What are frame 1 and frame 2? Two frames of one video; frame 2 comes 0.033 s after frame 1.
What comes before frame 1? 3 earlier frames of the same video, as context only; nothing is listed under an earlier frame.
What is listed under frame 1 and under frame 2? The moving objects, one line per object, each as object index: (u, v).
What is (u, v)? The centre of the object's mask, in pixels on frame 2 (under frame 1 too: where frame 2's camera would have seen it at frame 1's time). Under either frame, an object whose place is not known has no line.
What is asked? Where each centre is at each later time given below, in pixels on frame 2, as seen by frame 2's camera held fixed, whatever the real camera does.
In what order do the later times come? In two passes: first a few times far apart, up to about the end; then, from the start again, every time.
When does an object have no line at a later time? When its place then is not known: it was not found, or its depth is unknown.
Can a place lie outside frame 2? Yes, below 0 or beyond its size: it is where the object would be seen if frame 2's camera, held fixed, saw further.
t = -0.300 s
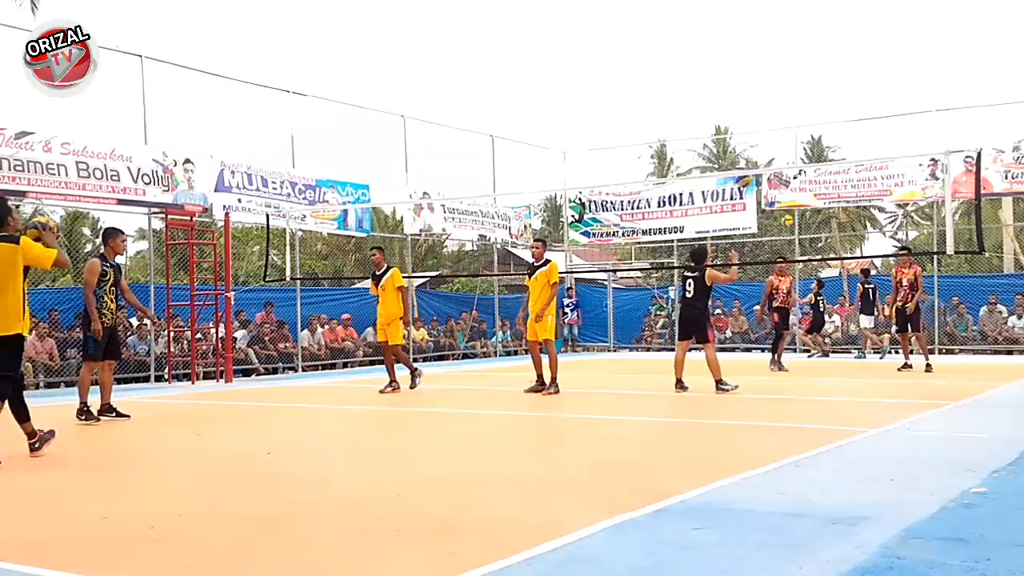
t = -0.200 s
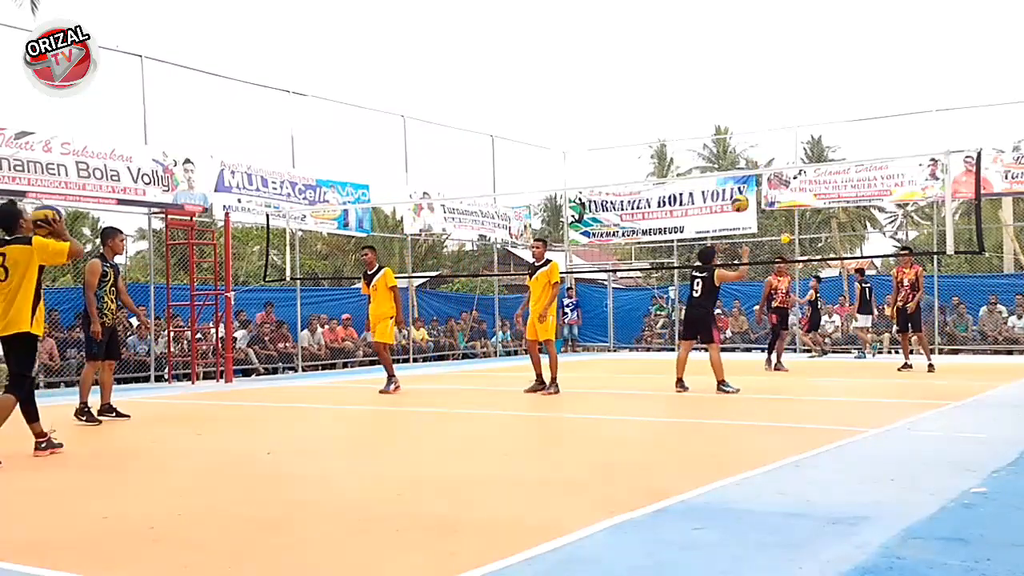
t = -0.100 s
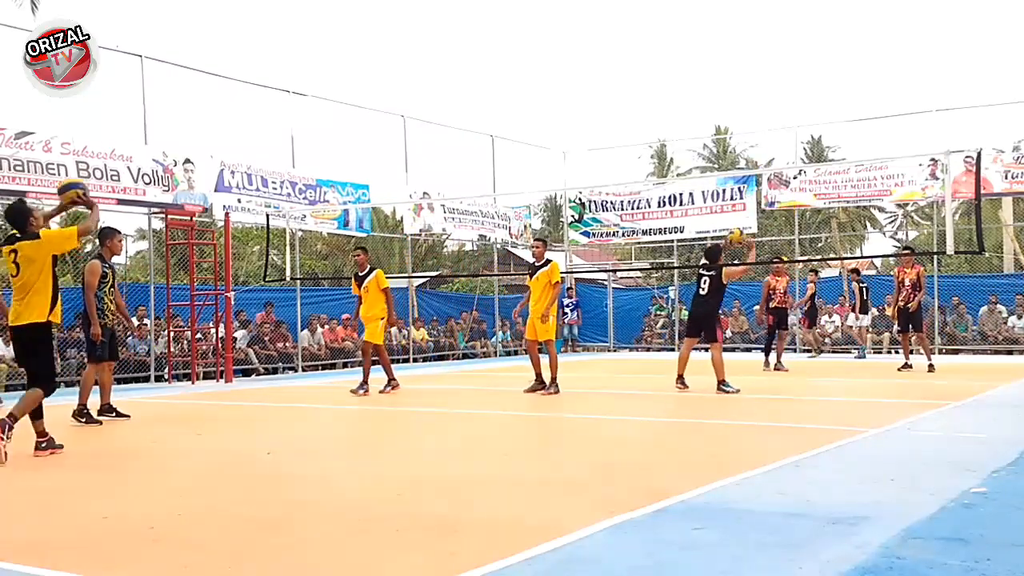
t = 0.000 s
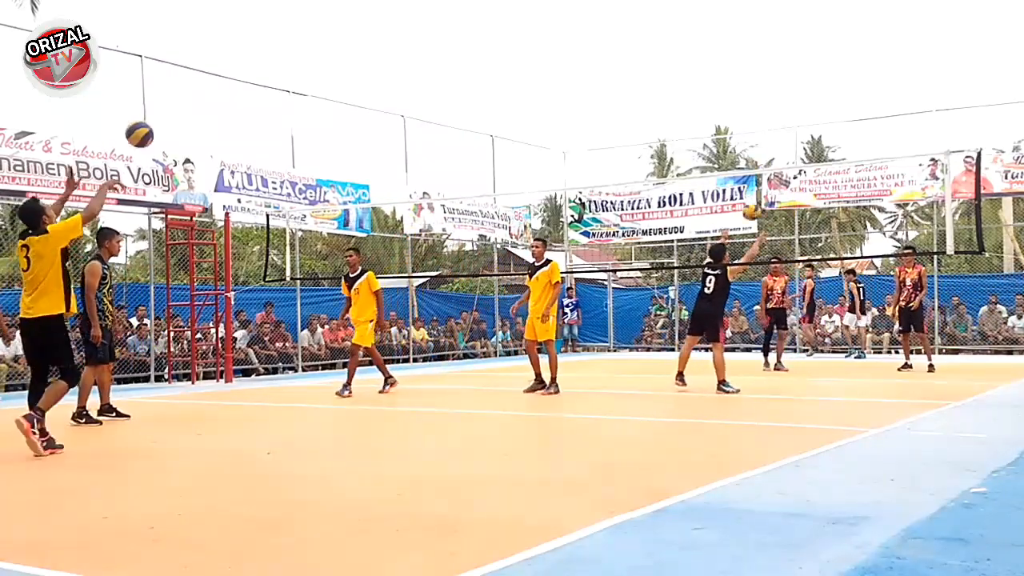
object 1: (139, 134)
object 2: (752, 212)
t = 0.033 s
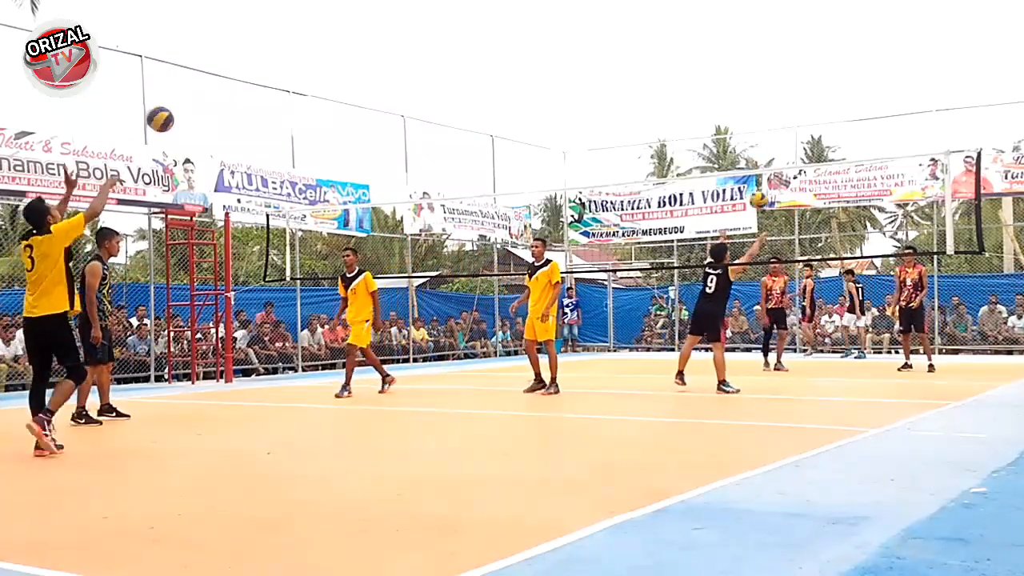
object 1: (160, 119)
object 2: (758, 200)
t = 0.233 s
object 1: (265, 67)
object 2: (797, 151)
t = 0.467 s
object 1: (361, 71)
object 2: (834, 138)
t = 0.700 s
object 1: (438, 124)
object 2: (870, 168)
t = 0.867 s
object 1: (484, 187)
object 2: (894, 208)
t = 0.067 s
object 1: (180, 106)
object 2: (764, 190)
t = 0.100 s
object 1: (198, 95)
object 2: (772, 180)
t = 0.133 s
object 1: (216, 86)
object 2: (778, 172)
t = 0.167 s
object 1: (233, 78)
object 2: (784, 161)
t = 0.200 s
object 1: (250, 72)
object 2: (790, 157)
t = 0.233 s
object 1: (265, 67)
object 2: (797, 151)
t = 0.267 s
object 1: (281, 64)
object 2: (802, 147)
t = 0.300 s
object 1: (295, 62)
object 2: (808, 142)
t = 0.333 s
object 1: (309, 62)
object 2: (813, 140)
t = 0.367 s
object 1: (323, 62)
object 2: (818, 138)
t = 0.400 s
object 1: (336, 64)
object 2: (824, 137)
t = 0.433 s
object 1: (349, 67)
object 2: (829, 137)
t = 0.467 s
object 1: (361, 71)
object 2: (834, 138)
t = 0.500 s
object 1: (373, 75)
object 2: (840, 140)
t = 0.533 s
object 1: (385, 81)
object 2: (845, 142)
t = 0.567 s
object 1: (396, 88)
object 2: (850, 146)
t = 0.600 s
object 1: (407, 96)
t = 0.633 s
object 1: (418, 105)
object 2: (860, 154)
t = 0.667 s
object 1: (428, 114)
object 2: (865, 159)
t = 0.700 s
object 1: (438, 124)
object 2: (870, 168)
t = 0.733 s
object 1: (447, 135)
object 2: (875, 173)
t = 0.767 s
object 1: (457, 147)
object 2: (879, 181)
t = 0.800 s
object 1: (466, 160)
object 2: (884, 189)
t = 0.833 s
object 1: (475, 173)
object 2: (889, 198)
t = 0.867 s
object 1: (484, 187)
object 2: (894, 208)
